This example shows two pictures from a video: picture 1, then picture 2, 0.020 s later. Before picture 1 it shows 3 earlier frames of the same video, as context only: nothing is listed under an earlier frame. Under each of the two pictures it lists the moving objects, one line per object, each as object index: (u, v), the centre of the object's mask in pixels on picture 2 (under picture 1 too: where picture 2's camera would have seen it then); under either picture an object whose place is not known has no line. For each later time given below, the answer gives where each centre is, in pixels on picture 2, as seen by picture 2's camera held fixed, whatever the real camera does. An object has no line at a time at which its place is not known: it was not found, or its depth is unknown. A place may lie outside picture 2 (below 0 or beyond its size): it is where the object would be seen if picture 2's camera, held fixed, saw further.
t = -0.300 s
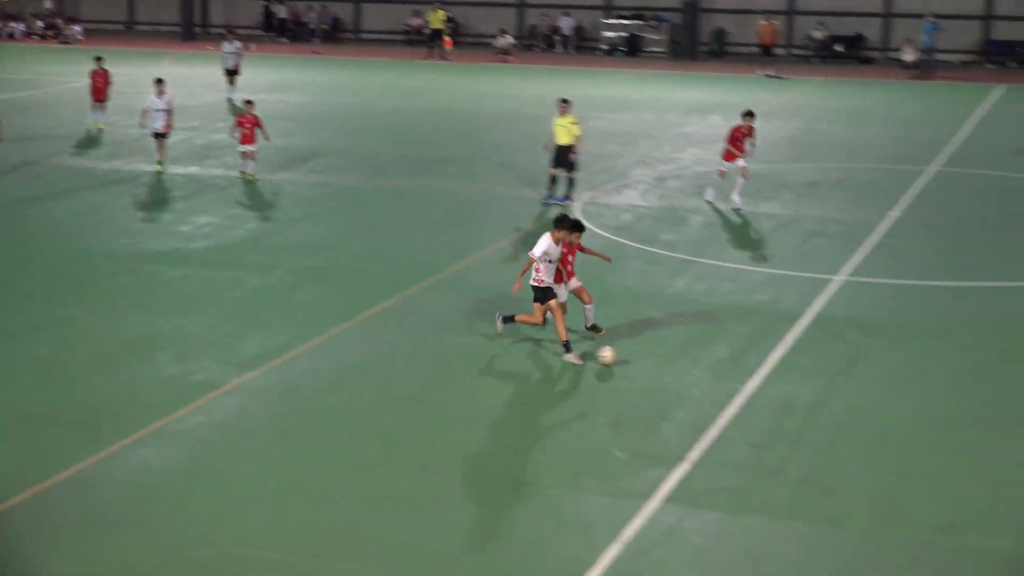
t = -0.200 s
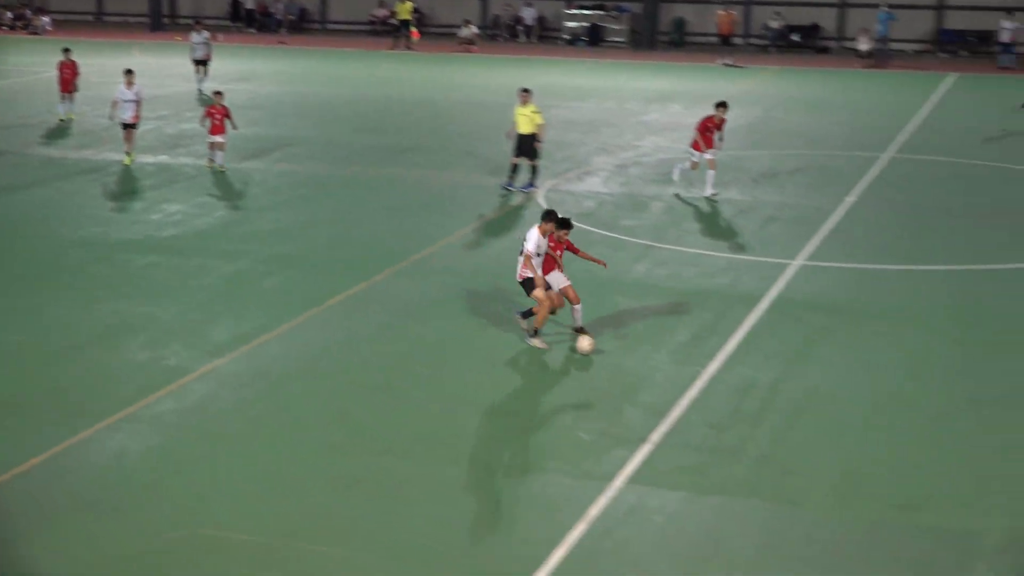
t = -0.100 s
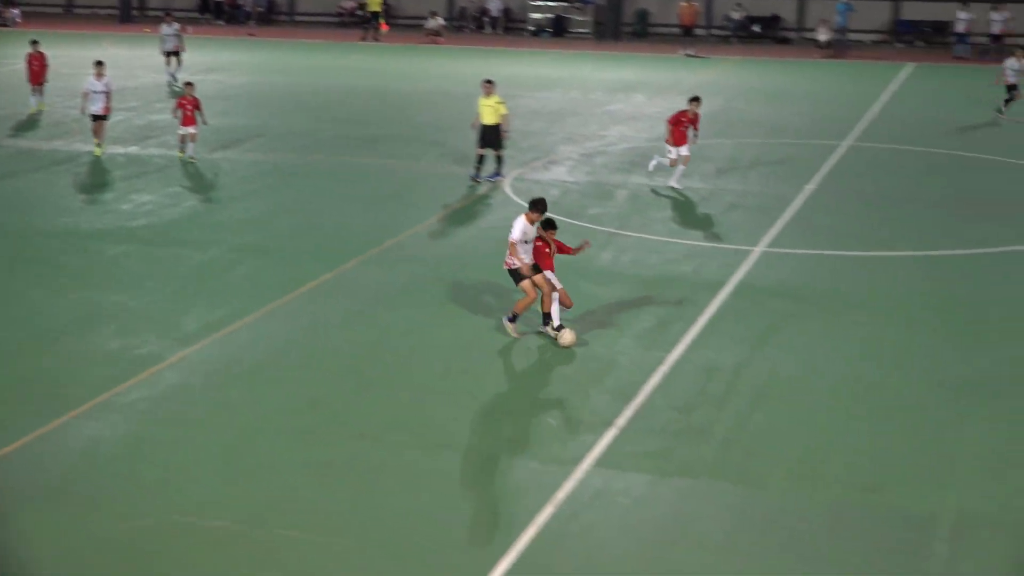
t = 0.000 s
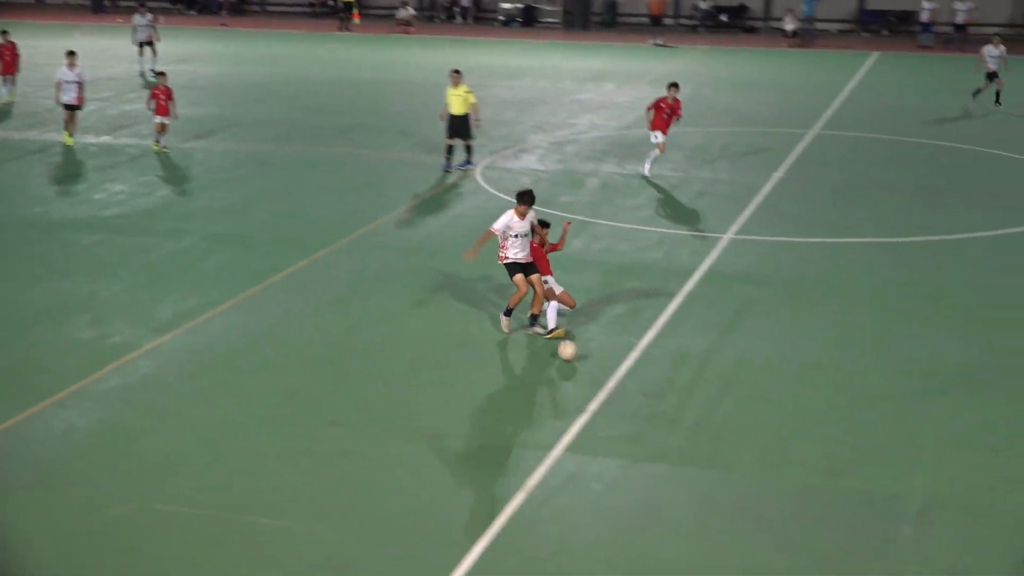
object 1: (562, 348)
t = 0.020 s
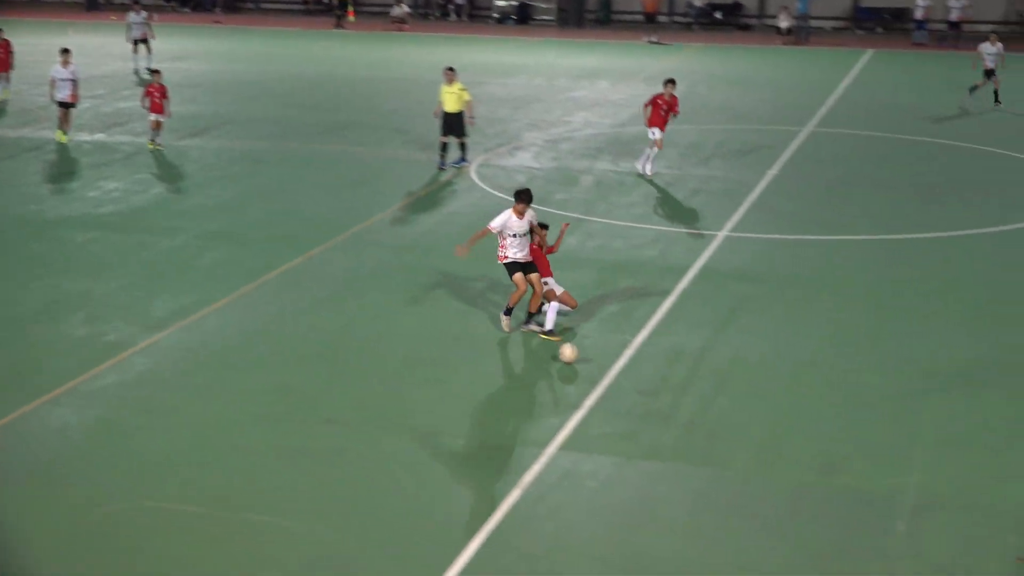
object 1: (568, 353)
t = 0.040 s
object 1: (574, 358)
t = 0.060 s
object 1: (580, 364)
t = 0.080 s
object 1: (586, 369)
